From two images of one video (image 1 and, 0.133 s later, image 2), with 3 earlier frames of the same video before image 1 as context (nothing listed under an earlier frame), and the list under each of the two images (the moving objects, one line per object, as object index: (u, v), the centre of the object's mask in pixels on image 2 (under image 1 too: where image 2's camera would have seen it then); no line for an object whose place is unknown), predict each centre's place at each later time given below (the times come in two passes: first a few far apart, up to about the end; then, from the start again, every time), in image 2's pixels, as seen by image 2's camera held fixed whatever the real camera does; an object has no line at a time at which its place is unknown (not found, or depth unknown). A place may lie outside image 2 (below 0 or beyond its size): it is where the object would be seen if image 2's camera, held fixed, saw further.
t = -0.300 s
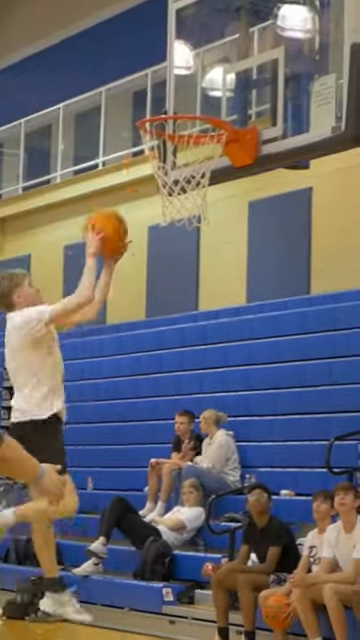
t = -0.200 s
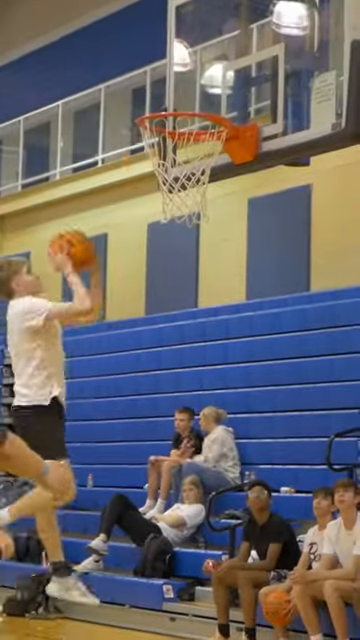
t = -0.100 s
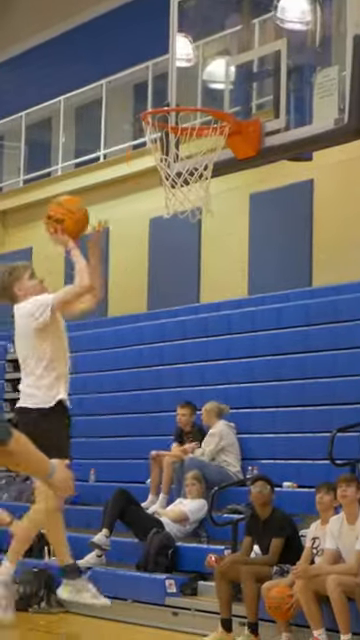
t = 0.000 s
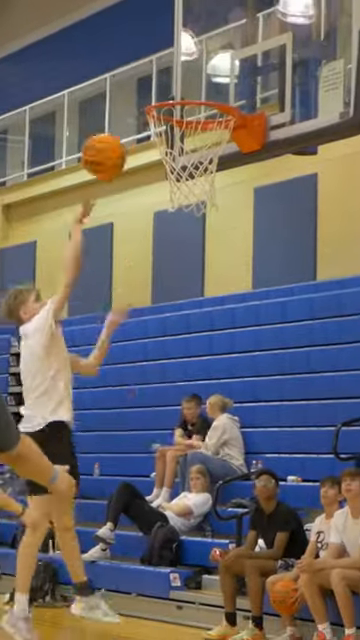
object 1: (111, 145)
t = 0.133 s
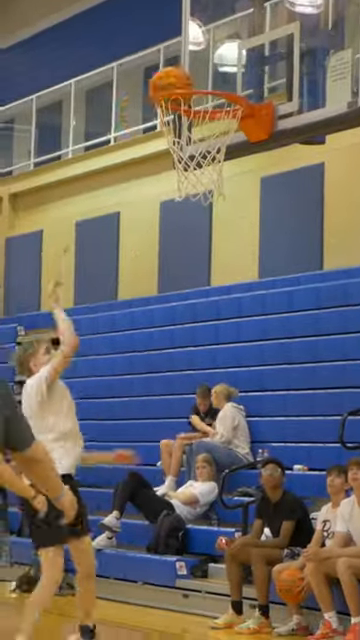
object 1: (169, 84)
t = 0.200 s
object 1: (201, 72)
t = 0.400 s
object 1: (215, 73)
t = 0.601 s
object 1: (190, 141)
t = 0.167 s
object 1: (185, 77)
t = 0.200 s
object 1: (201, 72)
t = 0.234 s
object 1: (216, 69)
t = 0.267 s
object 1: (230, 67)
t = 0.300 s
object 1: (228, 65)
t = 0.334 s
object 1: (223, 66)
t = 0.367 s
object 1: (218, 70)
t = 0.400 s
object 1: (215, 73)
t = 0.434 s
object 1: (210, 77)
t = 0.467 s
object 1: (203, 91)
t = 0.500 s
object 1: (199, 103)
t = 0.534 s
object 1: (194, 119)
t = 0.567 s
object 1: (191, 130)
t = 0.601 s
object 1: (190, 141)
